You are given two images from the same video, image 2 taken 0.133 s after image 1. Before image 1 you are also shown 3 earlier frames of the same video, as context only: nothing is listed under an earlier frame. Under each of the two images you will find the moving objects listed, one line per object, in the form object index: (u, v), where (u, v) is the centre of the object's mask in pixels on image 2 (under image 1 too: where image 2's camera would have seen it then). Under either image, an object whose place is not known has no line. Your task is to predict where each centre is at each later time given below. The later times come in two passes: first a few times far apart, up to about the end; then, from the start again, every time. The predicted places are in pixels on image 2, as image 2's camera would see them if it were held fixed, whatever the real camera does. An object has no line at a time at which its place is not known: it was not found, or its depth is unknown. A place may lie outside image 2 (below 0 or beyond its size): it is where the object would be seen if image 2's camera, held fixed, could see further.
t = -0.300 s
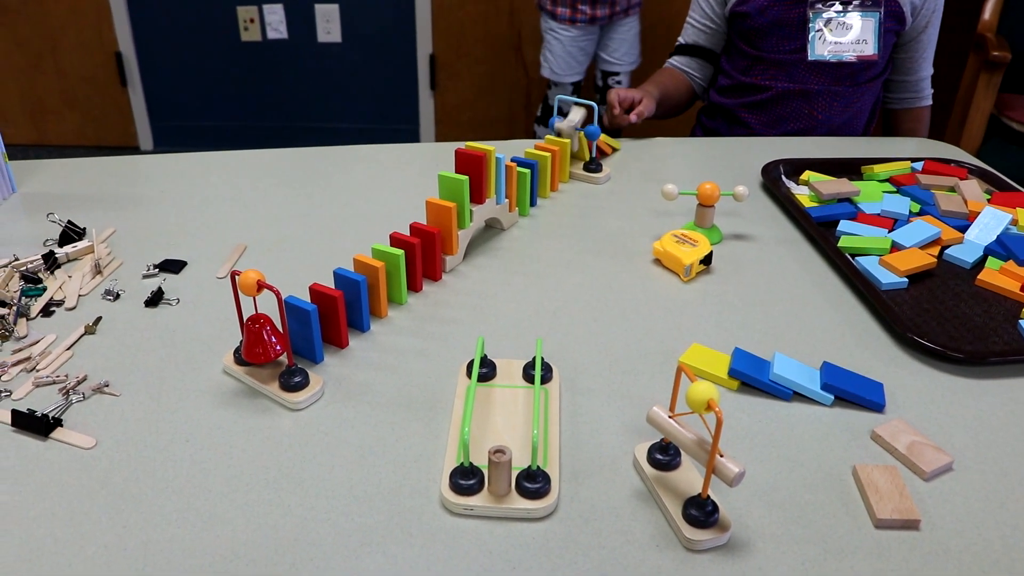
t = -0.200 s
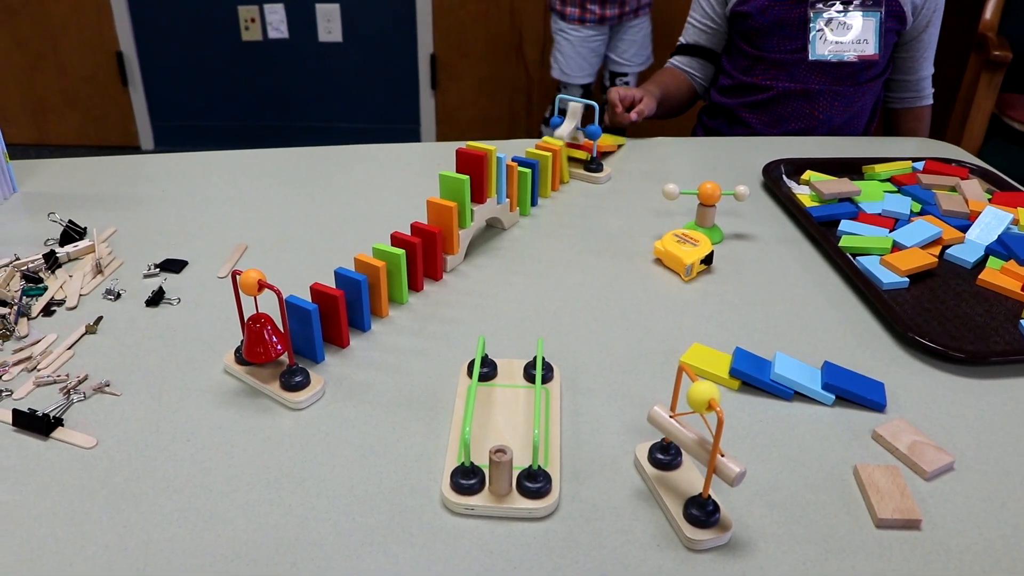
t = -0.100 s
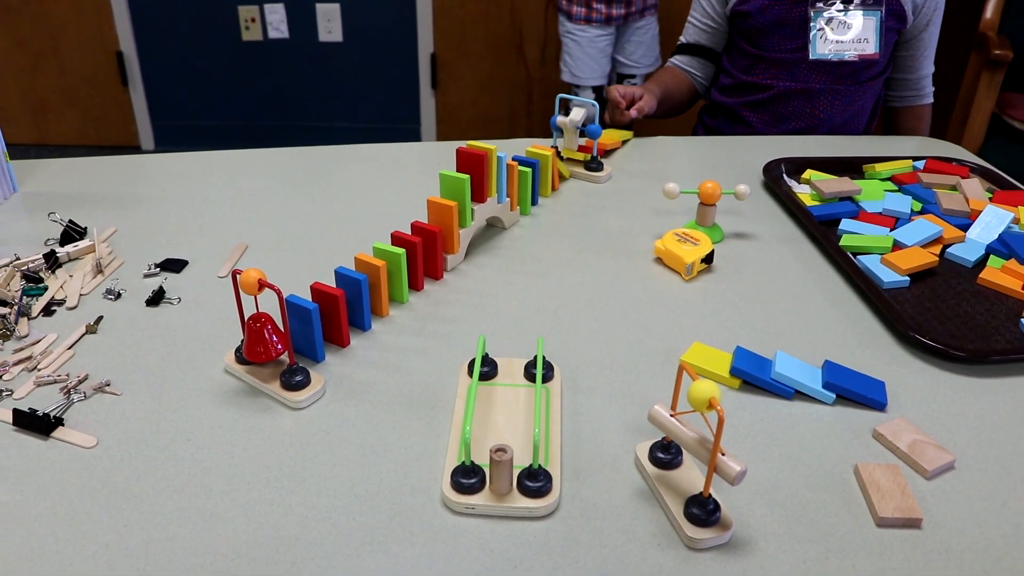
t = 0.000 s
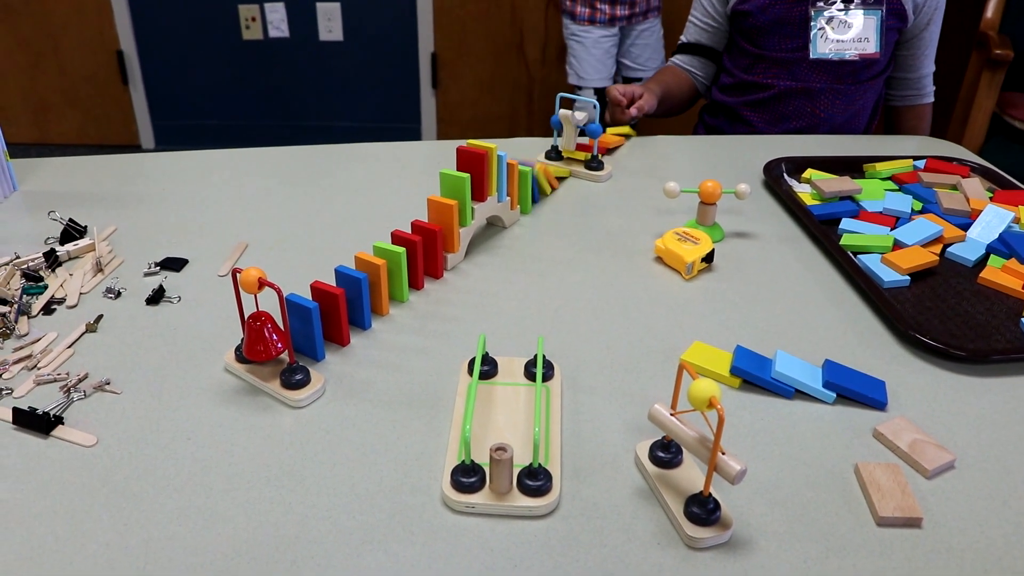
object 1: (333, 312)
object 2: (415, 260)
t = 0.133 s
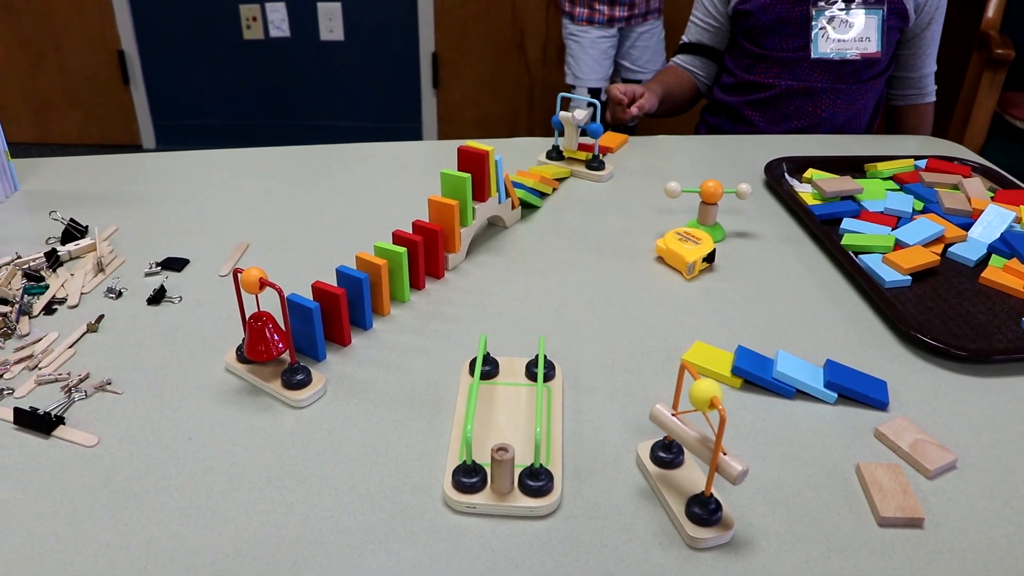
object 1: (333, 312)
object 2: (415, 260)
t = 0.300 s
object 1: (333, 312)
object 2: (413, 256)
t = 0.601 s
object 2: (395, 282)
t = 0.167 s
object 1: (333, 312)
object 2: (415, 260)
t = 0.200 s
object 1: (333, 312)
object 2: (415, 260)
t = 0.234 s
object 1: (333, 312)
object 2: (415, 260)
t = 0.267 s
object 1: (333, 312)
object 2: (415, 259)
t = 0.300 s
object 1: (333, 312)
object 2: (413, 256)
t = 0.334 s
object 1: (333, 312)
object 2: (413, 257)
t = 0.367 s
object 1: (333, 312)
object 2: (413, 256)
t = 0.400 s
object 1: (333, 312)
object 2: (413, 256)
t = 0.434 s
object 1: (333, 312)
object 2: (416, 260)
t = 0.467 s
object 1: (333, 312)
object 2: (417, 271)
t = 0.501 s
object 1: (334, 312)
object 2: (411, 277)
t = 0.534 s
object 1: (335, 319)
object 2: (397, 280)
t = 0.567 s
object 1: (331, 328)
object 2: (396, 282)
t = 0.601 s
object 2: (395, 282)
